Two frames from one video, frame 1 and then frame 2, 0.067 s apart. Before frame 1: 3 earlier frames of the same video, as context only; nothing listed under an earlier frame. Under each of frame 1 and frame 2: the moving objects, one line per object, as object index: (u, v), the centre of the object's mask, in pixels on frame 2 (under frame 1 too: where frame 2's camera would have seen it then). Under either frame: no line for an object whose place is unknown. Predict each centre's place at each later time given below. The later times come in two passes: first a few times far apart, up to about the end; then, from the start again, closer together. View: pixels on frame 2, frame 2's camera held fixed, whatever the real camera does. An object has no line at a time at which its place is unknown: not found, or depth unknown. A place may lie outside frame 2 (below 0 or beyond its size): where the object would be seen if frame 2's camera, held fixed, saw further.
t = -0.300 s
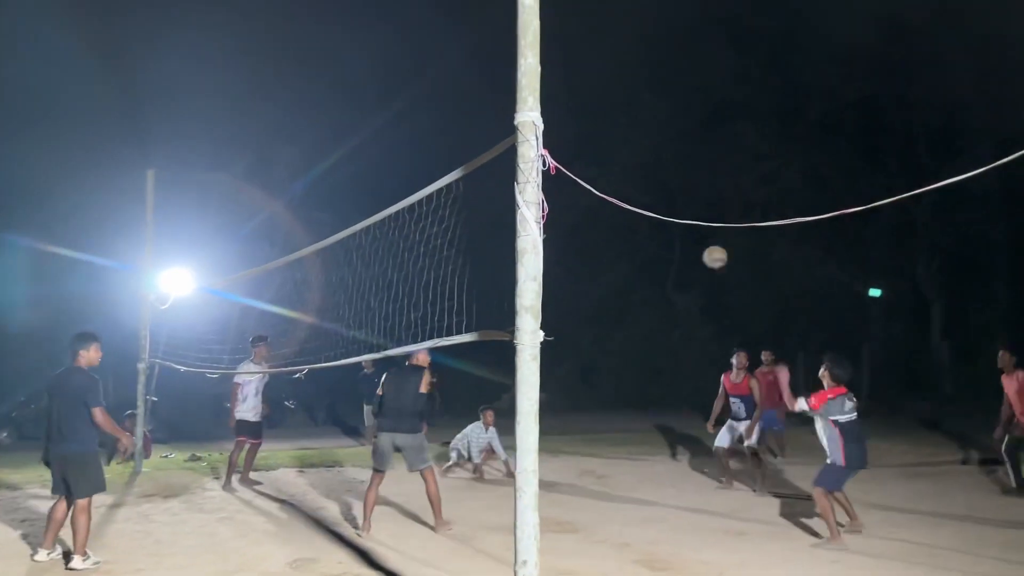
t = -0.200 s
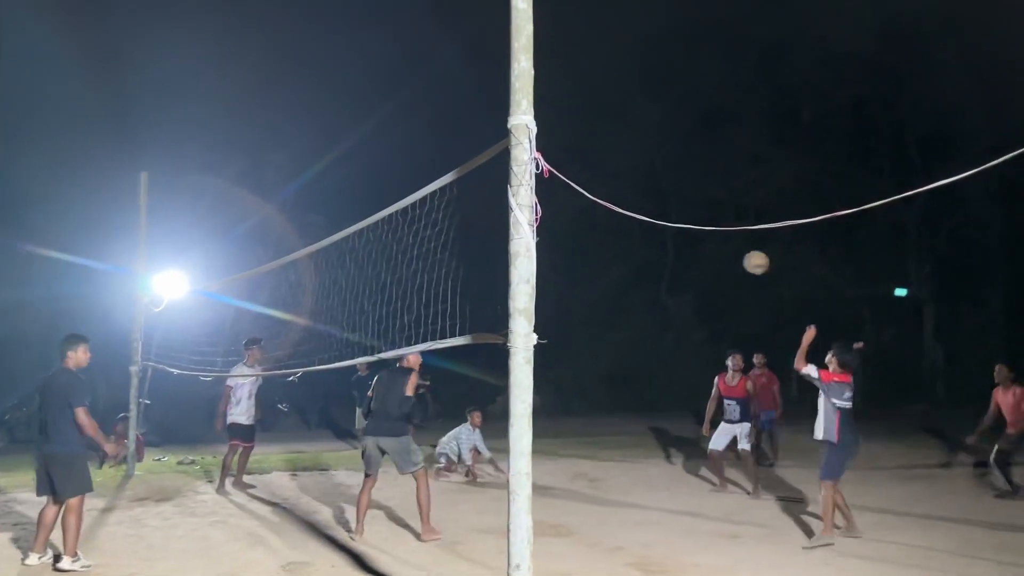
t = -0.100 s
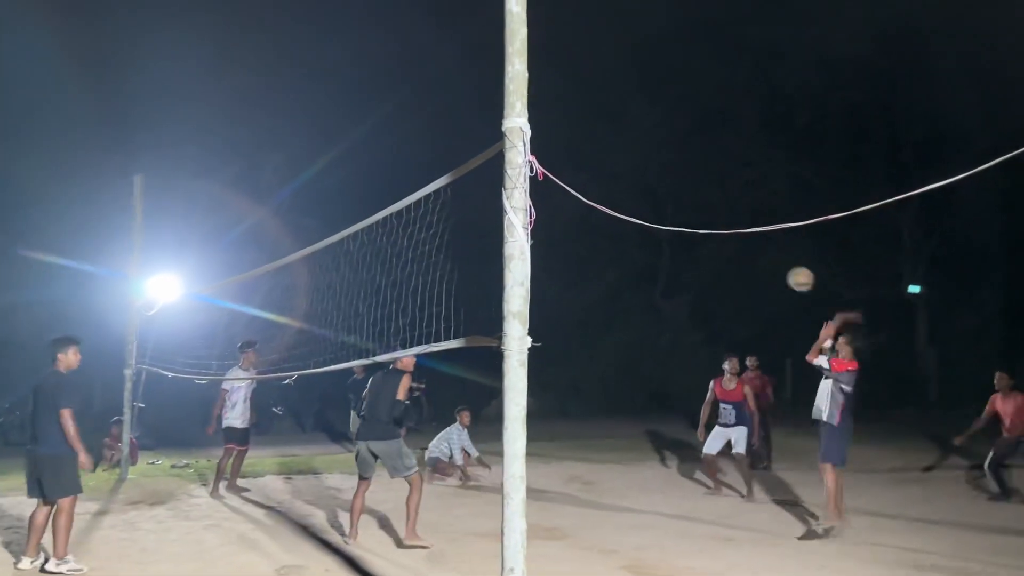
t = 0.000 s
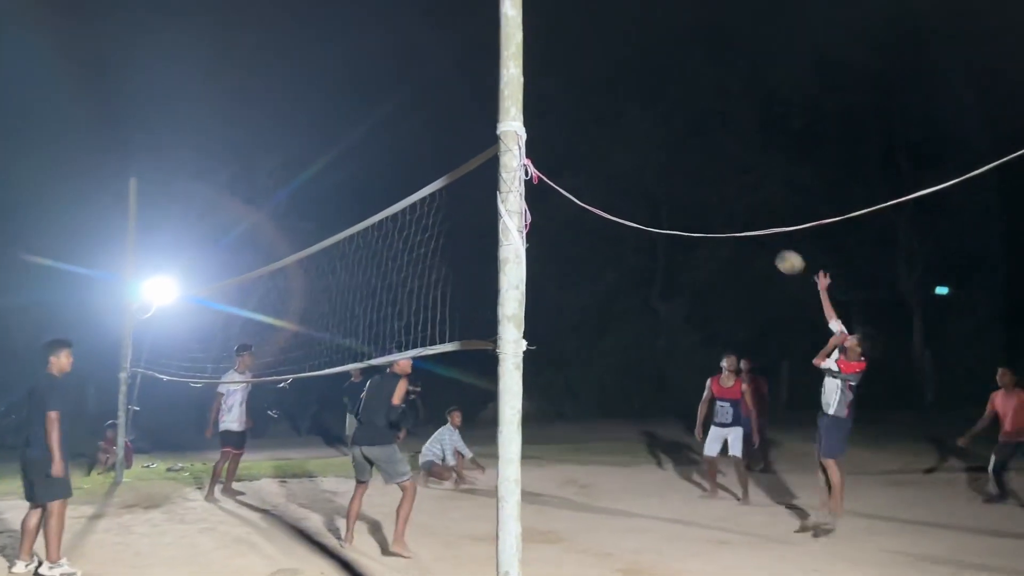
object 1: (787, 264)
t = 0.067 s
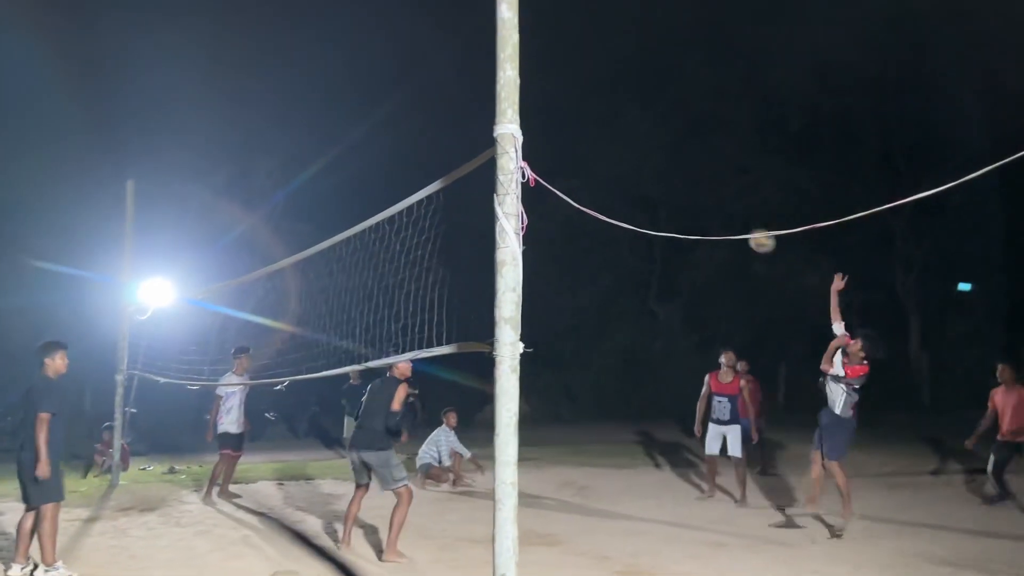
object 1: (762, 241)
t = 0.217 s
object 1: (712, 207)
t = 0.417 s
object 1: (656, 199)
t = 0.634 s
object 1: (606, 227)
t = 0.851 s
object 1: (561, 283)
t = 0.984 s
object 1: (539, 330)
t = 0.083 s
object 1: (755, 235)
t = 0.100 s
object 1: (749, 231)
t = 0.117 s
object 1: (743, 226)
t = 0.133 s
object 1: (738, 223)
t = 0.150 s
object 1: (733, 219)
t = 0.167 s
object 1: (728, 216)
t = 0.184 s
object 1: (721, 213)
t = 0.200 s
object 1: (717, 210)
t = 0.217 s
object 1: (712, 207)
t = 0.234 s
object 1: (706, 205)
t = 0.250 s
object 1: (701, 204)
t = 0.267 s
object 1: (697, 202)
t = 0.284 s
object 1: (691, 201)
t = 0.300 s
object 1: (686, 200)
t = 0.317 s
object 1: (682, 199)
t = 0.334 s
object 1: (678, 199)
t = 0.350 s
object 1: (673, 198)
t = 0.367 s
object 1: (669, 198)
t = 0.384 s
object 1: (664, 198)
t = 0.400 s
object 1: (659, 198)
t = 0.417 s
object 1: (656, 199)
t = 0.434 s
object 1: (651, 200)
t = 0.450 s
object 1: (648, 201)
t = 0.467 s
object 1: (644, 202)
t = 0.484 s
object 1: (640, 203)
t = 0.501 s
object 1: (636, 205)
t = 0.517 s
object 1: (632, 206)
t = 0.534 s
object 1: (628, 209)
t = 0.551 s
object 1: (624, 212)
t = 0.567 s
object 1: (621, 214)
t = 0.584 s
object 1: (617, 215)
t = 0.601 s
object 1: (613, 220)
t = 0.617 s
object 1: (610, 223)
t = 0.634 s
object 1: (606, 227)
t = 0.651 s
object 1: (601, 229)
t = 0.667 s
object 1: (598, 232)
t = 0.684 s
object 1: (595, 237)
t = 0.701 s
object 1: (591, 240)
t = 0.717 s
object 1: (588, 244)
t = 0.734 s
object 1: (585, 248)
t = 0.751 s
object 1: (582, 253)
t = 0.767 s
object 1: (579, 258)
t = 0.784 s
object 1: (576, 262)
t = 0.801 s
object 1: (573, 267)
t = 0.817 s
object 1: (569, 272)
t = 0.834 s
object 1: (565, 277)
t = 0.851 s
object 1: (561, 283)
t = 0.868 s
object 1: (557, 287)
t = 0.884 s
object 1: (553, 293)
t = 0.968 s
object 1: (542, 324)
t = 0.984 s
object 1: (539, 330)
